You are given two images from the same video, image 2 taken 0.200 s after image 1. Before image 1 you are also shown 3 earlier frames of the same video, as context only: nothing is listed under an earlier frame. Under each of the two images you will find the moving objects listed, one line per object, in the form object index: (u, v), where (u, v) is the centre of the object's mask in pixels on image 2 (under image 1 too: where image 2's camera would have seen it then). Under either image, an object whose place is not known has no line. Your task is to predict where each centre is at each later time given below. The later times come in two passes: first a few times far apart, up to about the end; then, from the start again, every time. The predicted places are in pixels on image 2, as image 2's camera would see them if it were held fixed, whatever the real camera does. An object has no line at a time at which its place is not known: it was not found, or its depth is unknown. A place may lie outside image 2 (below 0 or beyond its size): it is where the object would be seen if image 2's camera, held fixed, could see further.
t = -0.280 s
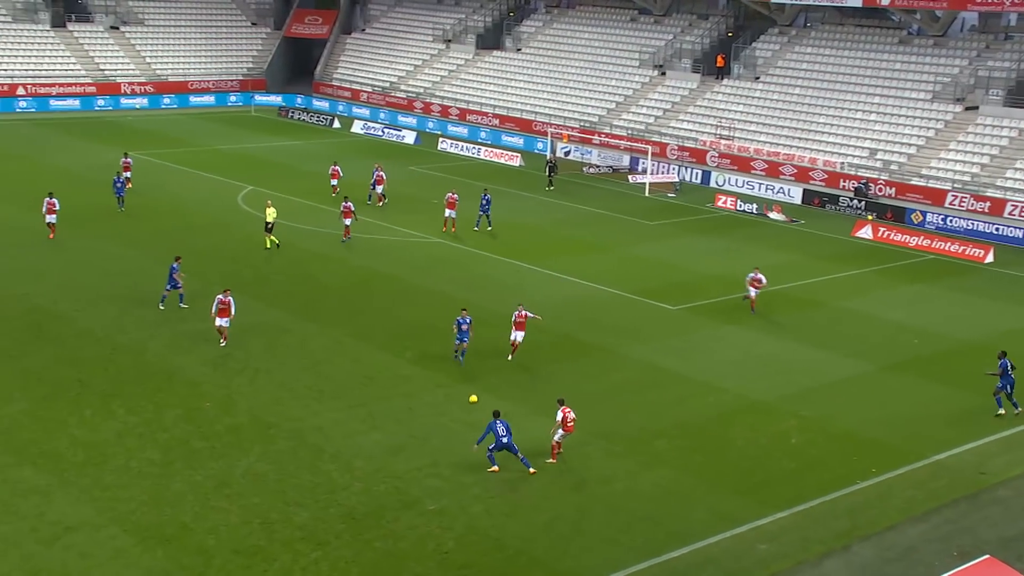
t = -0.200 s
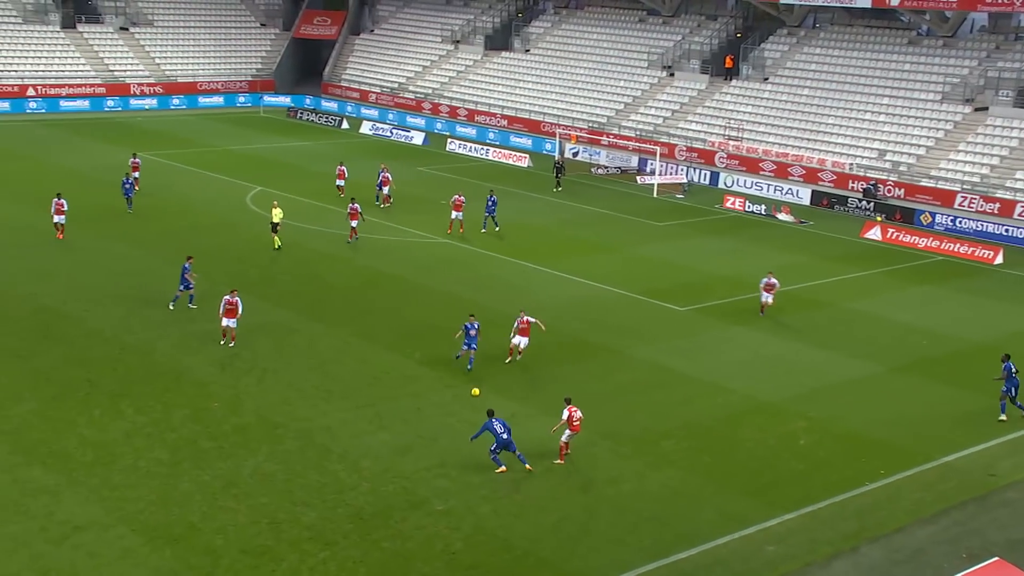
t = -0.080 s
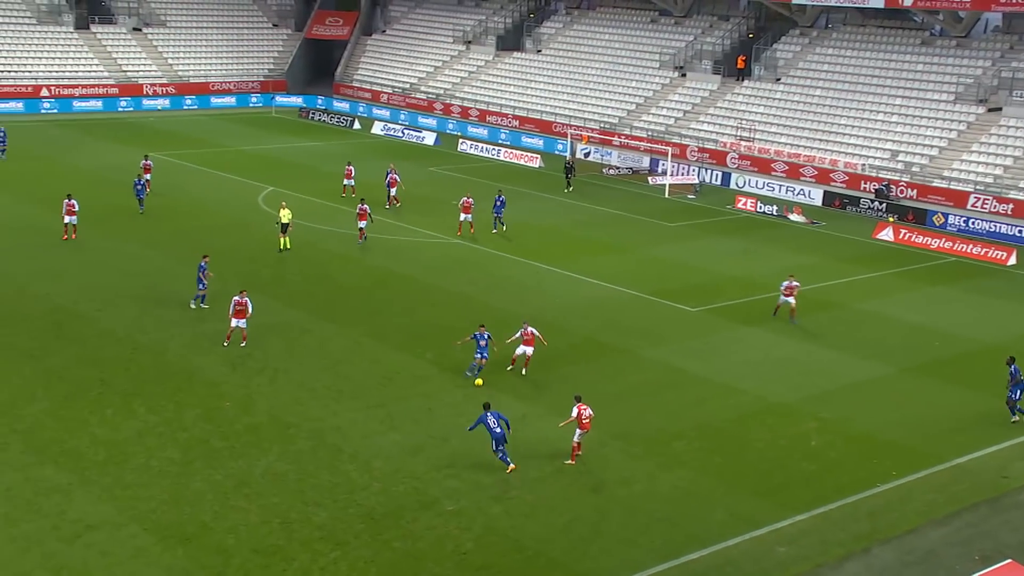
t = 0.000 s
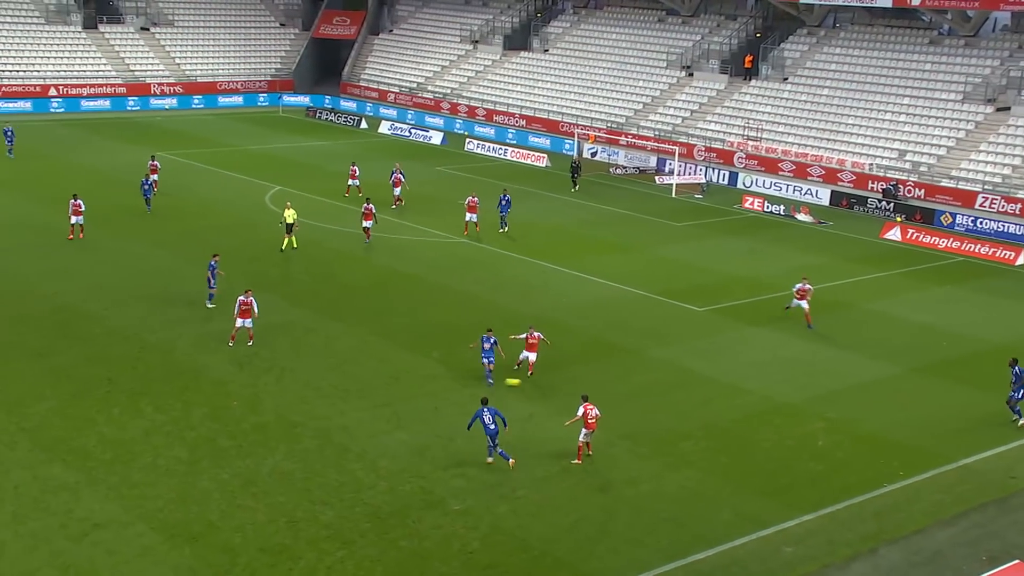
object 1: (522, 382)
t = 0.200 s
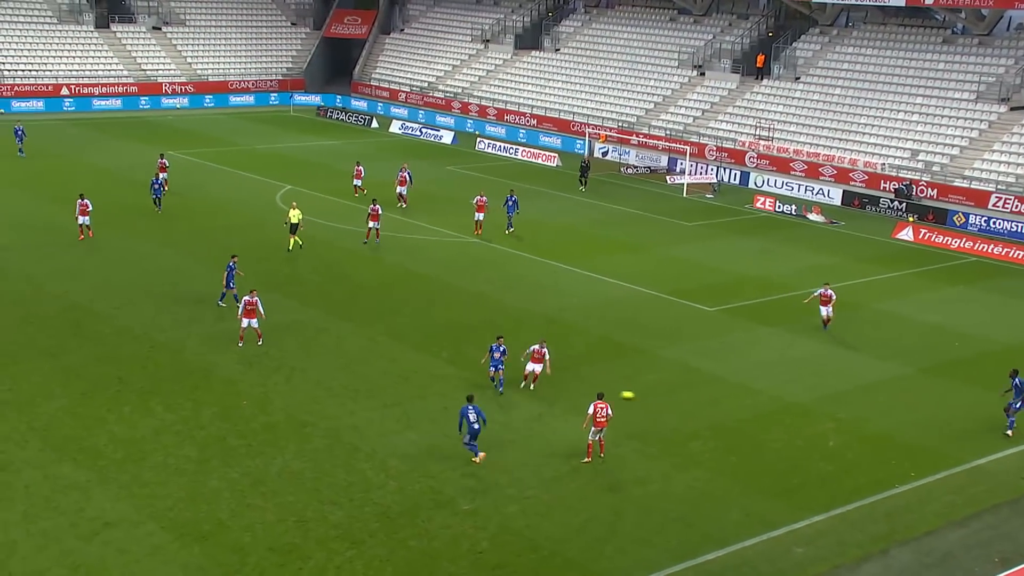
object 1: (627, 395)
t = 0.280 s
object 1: (666, 399)
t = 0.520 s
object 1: (773, 411)
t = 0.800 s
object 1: (881, 420)
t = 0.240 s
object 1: (647, 397)
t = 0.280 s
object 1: (666, 399)
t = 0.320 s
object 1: (685, 402)
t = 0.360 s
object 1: (704, 403)
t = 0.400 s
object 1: (721, 405)
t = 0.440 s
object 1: (739, 406)
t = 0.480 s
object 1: (756, 408)
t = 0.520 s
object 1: (773, 411)
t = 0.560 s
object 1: (790, 412)
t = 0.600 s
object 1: (806, 413)
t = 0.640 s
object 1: (821, 414)
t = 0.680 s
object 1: (837, 417)
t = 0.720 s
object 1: (852, 418)
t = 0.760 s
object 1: (867, 418)
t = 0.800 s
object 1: (881, 420)
